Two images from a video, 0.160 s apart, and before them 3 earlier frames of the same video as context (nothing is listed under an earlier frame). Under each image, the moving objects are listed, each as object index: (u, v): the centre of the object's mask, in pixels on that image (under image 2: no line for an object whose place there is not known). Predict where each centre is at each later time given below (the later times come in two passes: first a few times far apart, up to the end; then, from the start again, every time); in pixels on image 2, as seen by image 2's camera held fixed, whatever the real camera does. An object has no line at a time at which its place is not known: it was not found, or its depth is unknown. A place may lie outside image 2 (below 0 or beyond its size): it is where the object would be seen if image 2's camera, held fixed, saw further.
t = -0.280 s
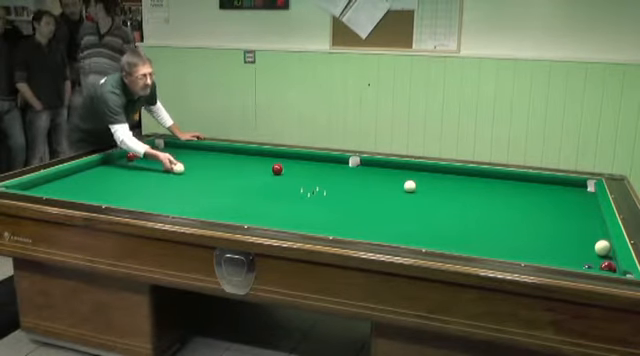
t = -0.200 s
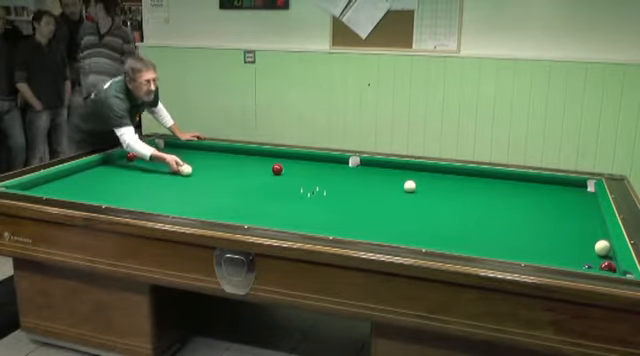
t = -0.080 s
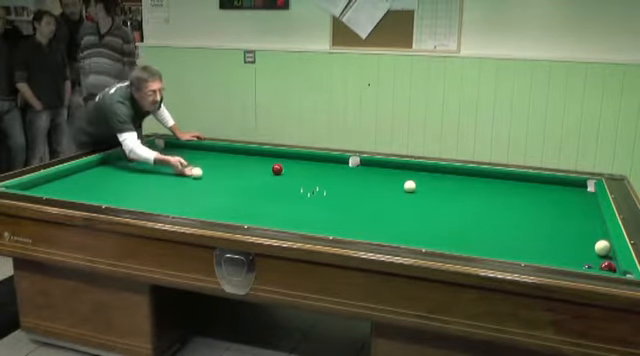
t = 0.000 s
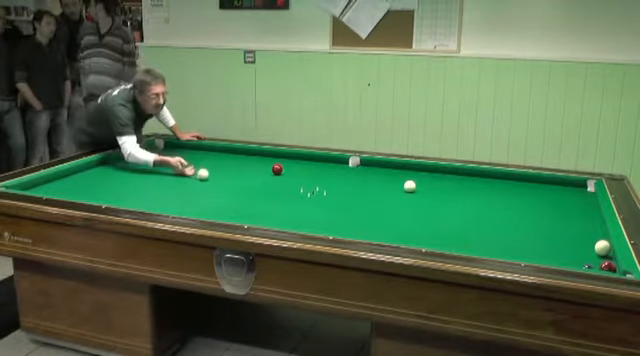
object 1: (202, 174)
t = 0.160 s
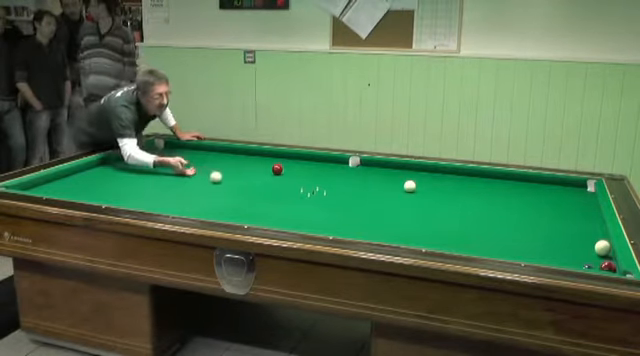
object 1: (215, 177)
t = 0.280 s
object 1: (225, 179)
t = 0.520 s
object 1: (246, 184)
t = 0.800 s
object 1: (270, 190)
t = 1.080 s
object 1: (296, 196)
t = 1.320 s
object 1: (319, 201)
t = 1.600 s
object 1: (347, 208)
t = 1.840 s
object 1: (372, 213)
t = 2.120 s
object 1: (402, 220)
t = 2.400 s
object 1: (433, 227)
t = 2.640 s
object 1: (460, 234)
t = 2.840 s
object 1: (483, 239)
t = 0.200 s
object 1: (219, 178)
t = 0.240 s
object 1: (222, 178)
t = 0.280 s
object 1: (225, 179)
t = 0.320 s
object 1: (229, 180)
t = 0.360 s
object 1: (232, 181)
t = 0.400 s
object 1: (235, 182)
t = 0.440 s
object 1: (239, 182)
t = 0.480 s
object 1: (242, 183)
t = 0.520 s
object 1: (246, 184)
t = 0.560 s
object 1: (249, 185)
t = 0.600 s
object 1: (253, 186)
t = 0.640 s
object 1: (256, 186)
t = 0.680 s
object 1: (260, 187)
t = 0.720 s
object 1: (263, 188)
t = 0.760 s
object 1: (267, 189)
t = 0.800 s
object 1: (270, 190)
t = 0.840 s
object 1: (274, 191)
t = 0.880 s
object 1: (277, 191)
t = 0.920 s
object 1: (281, 192)
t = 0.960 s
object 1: (285, 193)
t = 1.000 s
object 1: (289, 194)
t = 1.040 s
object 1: (292, 195)
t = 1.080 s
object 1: (296, 196)
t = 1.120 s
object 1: (300, 197)
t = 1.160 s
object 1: (304, 197)
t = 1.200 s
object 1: (308, 198)
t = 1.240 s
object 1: (311, 199)
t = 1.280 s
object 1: (316, 200)
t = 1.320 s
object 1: (319, 201)
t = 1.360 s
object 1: (323, 202)
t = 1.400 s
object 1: (327, 203)
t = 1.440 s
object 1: (331, 204)
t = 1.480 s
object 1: (336, 205)
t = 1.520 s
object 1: (339, 206)
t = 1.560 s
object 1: (343, 207)
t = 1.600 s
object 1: (347, 208)
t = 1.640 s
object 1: (352, 209)
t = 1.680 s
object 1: (356, 209)
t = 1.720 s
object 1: (360, 210)
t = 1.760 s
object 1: (364, 211)
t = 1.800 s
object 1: (368, 212)
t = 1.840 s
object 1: (372, 213)
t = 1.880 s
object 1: (376, 214)
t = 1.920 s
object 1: (380, 215)
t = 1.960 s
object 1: (385, 216)
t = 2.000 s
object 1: (389, 217)
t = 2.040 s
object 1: (393, 218)
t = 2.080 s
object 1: (398, 219)
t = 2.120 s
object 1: (402, 220)
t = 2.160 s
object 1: (406, 221)
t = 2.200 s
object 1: (411, 222)
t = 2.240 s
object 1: (415, 223)
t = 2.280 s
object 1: (419, 224)
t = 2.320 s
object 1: (424, 226)
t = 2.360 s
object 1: (428, 227)
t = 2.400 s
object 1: (433, 227)
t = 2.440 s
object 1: (437, 228)
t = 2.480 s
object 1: (441, 230)
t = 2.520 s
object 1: (446, 231)
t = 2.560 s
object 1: (451, 232)
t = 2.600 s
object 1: (455, 233)
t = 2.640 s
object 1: (460, 234)
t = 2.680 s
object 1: (464, 235)
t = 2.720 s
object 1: (469, 236)
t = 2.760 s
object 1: (474, 237)
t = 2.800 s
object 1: (478, 238)
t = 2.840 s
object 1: (483, 239)
